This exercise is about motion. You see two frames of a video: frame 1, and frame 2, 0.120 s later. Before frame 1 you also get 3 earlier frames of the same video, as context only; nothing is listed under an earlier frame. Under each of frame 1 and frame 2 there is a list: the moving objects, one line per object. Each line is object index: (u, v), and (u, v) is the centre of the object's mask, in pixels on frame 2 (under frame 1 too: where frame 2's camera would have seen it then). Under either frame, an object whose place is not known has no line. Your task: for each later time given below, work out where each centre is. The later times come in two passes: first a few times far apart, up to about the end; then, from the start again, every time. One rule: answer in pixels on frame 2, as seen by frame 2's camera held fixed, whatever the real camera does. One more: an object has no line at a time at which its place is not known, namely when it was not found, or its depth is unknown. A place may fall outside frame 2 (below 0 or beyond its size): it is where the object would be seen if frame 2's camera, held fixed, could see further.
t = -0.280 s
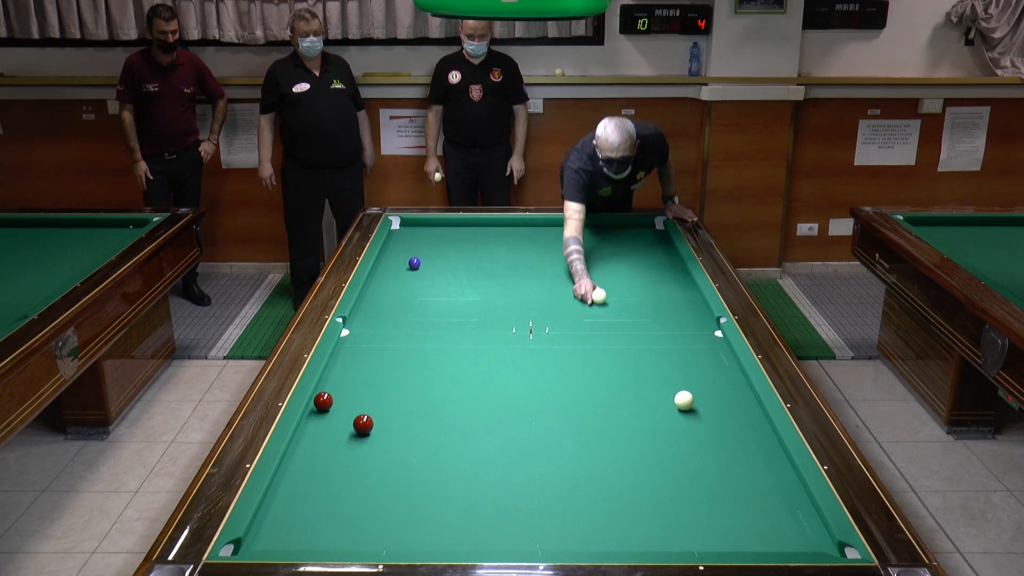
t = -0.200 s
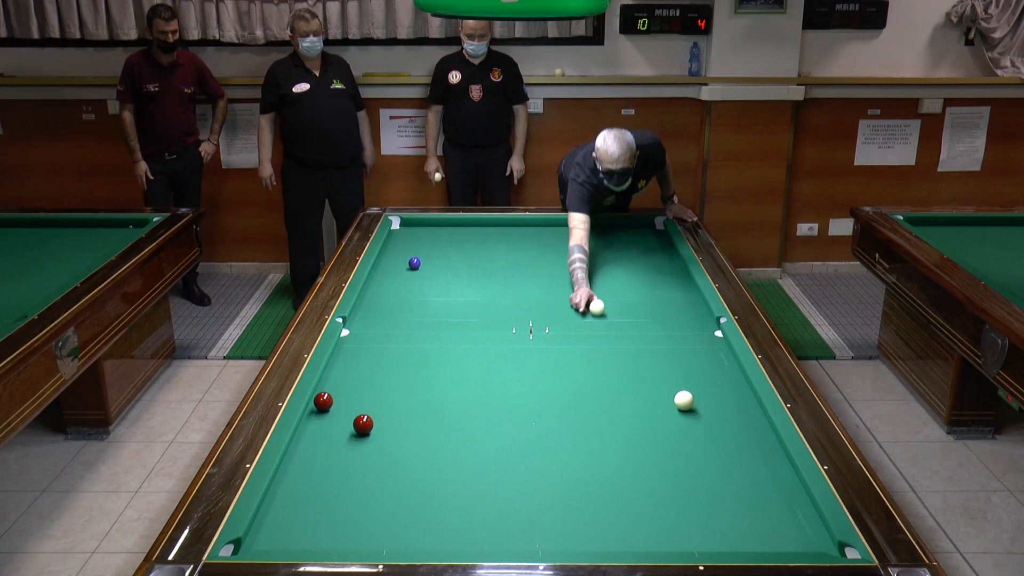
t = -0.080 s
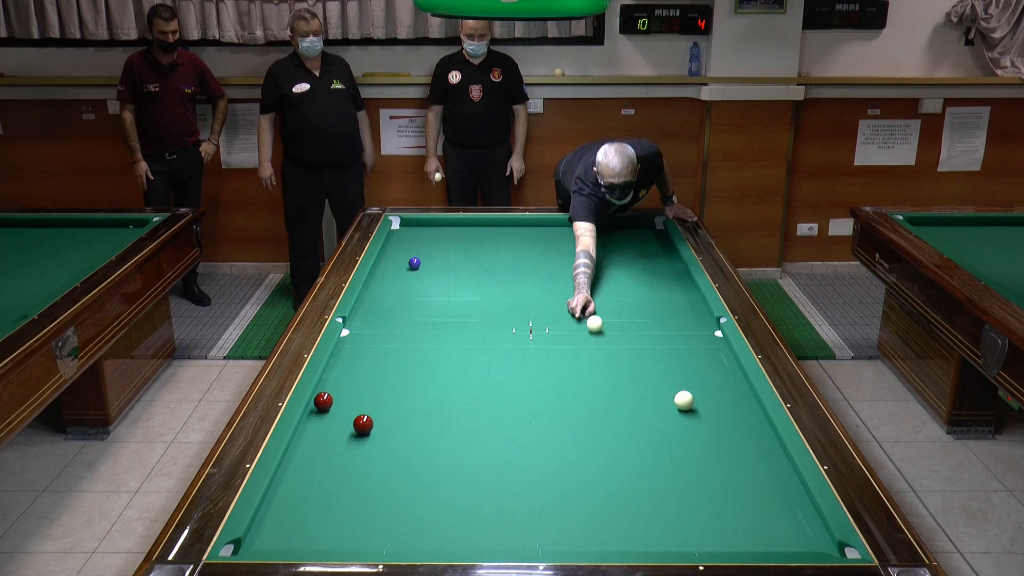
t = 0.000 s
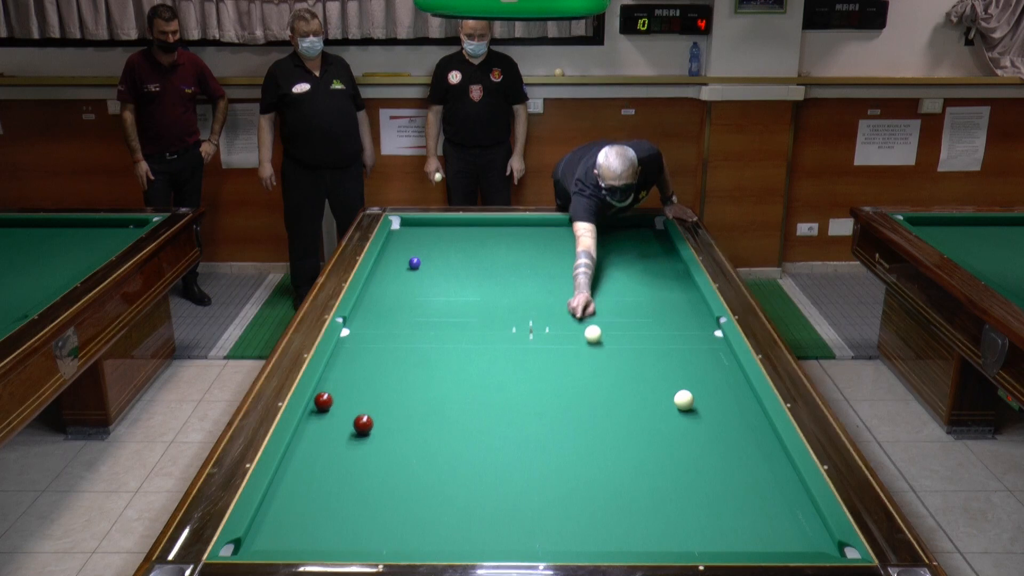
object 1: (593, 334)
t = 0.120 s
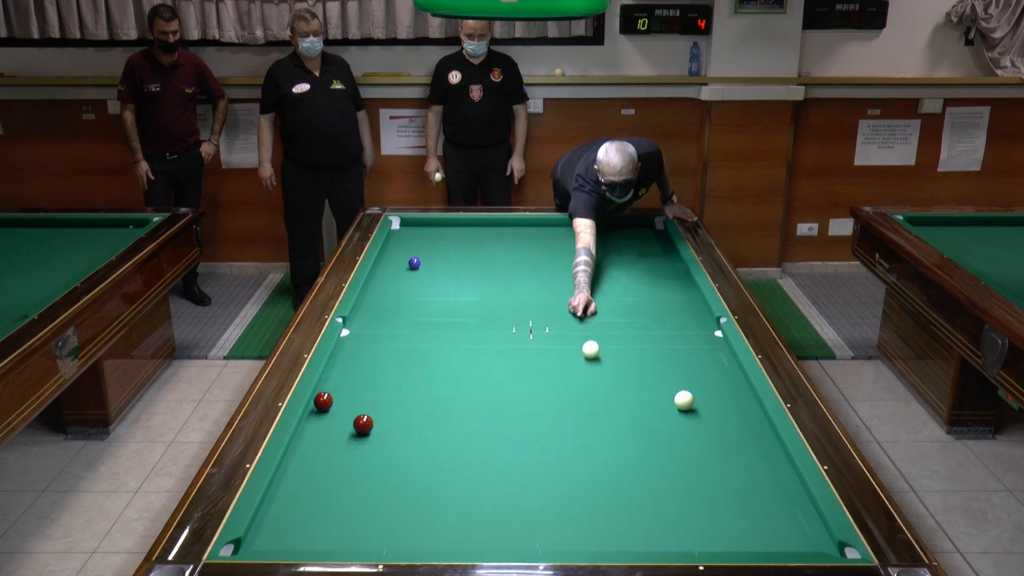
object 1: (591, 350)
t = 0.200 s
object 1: (589, 361)
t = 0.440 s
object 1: (583, 397)
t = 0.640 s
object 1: (578, 432)
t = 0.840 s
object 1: (572, 474)
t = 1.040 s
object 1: (564, 521)
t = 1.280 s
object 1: (552, 527)
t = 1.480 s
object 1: (542, 494)
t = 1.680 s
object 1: (534, 465)
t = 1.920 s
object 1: (525, 435)
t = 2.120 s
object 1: (519, 412)
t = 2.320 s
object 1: (513, 392)
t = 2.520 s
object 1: (508, 374)
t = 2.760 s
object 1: (502, 354)
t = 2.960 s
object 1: (498, 339)
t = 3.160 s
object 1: (494, 326)
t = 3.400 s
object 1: (489, 311)
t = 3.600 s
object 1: (486, 299)
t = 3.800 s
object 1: (483, 289)
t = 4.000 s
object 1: (480, 279)
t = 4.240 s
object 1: (477, 269)
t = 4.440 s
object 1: (475, 261)
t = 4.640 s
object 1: (473, 253)
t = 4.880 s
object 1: (470, 244)
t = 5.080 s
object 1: (468, 238)
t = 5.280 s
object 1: (467, 232)
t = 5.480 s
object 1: (465, 226)
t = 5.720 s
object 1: (462, 225)
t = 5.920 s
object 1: (460, 229)
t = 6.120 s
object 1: (458, 232)
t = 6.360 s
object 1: (455, 235)
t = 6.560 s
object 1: (453, 239)
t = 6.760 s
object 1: (451, 242)
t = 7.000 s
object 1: (449, 245)
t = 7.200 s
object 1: (447, 248)
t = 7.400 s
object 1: (445, 251)
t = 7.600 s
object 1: (443, 254)
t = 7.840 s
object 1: (441, 257)
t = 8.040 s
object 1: (440, 260)
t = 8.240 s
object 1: (439, 262)
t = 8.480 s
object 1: (437, 265)
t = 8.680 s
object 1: (436, 267)
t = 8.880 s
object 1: (435, 270)
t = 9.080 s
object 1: (434, 272)
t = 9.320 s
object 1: (433, 274)
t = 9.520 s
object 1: (432, 276)
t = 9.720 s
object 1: (431, 278)
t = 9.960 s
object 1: (431, 280)
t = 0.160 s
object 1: (590, 355)
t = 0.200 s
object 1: (589, 361)
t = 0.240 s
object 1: (588, 366)
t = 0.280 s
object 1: (587, 372)
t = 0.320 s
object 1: (586, 378)
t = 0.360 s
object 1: (585, 384)
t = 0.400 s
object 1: (584, 391)
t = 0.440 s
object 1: (583, 397)
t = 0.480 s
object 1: (582, 404)
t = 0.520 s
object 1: (581, 411)
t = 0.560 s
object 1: (580, 418)
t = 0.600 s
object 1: (579, 425)
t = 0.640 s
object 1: (578, 432)
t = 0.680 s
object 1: (577, 440)
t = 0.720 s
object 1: (576, 448)
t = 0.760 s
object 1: (574, 456)
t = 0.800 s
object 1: (573, 465)
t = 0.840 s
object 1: (572, 474)
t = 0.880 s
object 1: (570, 483)
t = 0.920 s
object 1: (569, 492)
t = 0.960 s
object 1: (567, 501)
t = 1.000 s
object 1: (566, 511)
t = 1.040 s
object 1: (564, 521)
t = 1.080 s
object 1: (562, 531)
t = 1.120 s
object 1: (560, 540)
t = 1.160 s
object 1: (558, 546)
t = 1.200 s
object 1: (556, 540)
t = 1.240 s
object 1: (554, 535)
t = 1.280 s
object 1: (552, 527)
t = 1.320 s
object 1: (550, 520)
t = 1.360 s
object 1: (548, 513)
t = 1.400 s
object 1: (546, 507)
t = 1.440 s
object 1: (544, 500)
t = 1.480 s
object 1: (542, 494)
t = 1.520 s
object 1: (541, 488)
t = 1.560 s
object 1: (539, 482)
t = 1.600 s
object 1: (537, 476)
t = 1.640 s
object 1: (536, 471)
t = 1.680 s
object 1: (534, 465)
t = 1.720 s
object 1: (533, 460)
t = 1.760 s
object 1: (531, 455)
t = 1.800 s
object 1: (530, 450)
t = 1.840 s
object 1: (528, 445)
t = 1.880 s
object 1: (527, 440)
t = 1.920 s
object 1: (525, 435)
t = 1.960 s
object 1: (524, 430)
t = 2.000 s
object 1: (523, 426)
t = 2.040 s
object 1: (521, 421)
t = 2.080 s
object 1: (520, 417)
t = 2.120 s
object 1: (519, 412)
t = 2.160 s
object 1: (517, 408)
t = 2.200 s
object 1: (516, 404)
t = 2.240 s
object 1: (515, 400)
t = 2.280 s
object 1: (514, 396)
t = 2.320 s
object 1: (513, 392)
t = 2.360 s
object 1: (512, 388)
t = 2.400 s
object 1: (511, 385)
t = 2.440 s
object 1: (510, 381)
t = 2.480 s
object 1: (509, 377)
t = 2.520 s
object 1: (508, 374)
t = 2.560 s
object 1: (507, 370)
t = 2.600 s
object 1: (506, 367)
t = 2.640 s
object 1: (505, 364)
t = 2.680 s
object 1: (504, 360)
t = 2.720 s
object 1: (503, 357)
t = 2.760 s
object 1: (502, 354)
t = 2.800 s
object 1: (501, 351)
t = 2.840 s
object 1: (500, 348)
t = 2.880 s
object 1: (499, 345)
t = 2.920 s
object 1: (499, 342)
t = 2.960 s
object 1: (498, 339)
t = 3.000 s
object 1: (497, 336)
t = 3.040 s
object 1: (496, 334)
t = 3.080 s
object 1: (495, 331)
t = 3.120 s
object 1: (494, 328)
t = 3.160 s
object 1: (494, 326)
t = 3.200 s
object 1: (493, 323)
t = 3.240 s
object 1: (492, 320)
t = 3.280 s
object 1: (492, 318)
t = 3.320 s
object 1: (491, 315)
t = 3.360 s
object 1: (490, 313)
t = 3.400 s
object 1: (489, 311)
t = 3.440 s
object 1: (489, 308)
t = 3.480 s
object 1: (488, 306)
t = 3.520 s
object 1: (487, 304)
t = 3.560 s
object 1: (487, 301)
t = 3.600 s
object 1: (486, 299)
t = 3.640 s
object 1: (486, 297)
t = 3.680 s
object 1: (485, 295)
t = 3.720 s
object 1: (484, 293)
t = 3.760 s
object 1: (484, 291)
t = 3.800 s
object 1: (483, 289)
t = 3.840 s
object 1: (483, 287)
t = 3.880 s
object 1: (482, 285)
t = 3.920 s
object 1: (481, 283)
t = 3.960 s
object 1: (481, 281)
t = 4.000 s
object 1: (480, 279)
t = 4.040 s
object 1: (480, 277)
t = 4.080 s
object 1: (479, 276)
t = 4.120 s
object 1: (479, 274)
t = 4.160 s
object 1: (478, 272)
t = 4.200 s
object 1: (478, 270)
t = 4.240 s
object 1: (477, 269)
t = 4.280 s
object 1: (477, 267)
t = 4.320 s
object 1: (476, 265)
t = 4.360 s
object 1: (476, 264)
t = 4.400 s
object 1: (476, 262)
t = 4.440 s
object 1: (475, 261)
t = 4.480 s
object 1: (475, 259)
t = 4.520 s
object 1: (474, 257)
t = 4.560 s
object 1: (474, 256)
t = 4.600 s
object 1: (473, 254)
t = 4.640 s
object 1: (473, 253)
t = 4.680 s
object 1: (472, 251)
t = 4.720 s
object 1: (472, 250)
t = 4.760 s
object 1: (472, 249)
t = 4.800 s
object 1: (471, 247)
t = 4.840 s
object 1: (471, 246)
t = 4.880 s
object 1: (470, 244)
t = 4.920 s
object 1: (470, 243)
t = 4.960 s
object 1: (470, 242)
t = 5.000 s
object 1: (469, 240)
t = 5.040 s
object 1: (469, 239)
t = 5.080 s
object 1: (468, 238)
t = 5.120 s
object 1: (468, 237)
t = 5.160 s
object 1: (468, 235)
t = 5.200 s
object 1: (467, 234)
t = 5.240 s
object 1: (467, 233)
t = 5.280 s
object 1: (467, 232)
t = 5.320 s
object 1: (466, 231)
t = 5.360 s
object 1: (466, 229)
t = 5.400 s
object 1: (465, 228)
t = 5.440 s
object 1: (465, 227)
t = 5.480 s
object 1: (465, 226)
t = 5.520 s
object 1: (464, 225)
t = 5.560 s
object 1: (464, 224)
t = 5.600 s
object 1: (464, 223)
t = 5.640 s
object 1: (463, 224)
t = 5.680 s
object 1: (463, 225)
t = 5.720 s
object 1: (462, 225)
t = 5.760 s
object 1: (462, 226)
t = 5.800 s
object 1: (461, 227)
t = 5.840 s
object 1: (461, 227)
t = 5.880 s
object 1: (460, 228)
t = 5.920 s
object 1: (460, 229)
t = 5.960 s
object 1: (459, 229)
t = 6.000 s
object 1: (459, 230)
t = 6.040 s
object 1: (459, 230)
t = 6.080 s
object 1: (458, 231)
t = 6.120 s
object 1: (458, 232)
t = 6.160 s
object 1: (457, 232)
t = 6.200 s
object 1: (457, 233)
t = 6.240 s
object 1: (456, 234)
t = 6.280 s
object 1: (456, 234)
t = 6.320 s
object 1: (455, 235)
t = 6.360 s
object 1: (455, 235)
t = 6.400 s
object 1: (455, 236)
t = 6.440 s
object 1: (454, 237)
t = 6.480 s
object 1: (454, 237)
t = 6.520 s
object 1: (453, 238)
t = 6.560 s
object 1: (453, 239)
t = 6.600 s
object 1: (452, 239)
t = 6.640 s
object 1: (452, 240)
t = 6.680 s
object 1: (452, 240)
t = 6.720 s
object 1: (451, 241)
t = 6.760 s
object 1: (451, 242)
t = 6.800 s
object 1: (451, 242)
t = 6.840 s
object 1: (450, 243)
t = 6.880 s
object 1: (450, 243)
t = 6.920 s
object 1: (449, 244)
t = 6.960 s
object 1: (449, 244)
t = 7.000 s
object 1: (449, 245)
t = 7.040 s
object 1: (448, 246)
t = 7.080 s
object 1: (448, 246)
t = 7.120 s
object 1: (448, 247)
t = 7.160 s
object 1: (447, 247)
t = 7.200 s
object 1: (447, 248)
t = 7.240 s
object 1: (447, 249)
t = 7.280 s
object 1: (446, 249)
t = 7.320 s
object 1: (446, 250)
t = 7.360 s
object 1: (445, 250)
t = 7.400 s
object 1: (445, 251)
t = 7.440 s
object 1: (445, 252)
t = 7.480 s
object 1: (444, 252)
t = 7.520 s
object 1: (444, 253)
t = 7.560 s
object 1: (444, 253)
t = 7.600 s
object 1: (443, 254)
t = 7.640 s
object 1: (443, 254)
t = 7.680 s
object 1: (443, 255)
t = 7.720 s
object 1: (442, 255)
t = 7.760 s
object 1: (442, 256)
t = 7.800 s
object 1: (442, 256)
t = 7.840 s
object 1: (441, 257)
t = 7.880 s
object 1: (441, 257)
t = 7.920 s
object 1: (441, 258)
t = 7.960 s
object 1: (440, 259)
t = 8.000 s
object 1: (440, 259)
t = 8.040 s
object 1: (440, 260)
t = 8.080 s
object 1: (439, 260)
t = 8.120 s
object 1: (439, 261)
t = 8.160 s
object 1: (439, 261)
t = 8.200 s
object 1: (439, 262)
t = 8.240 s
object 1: (439, 262)
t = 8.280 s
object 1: (438, 263)
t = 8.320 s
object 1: (438, 263)
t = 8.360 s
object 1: (438, 264)
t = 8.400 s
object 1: (437, 264)
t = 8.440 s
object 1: (437, 265)
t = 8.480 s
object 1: (437, 265)
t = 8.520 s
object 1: (437, 266)
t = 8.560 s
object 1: (437, 266)
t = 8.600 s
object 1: (436, 266)
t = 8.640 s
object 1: (436, 267)
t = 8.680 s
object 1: (436, 267)
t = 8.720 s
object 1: (436, 268)
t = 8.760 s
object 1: (435, 268)
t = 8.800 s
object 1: (435, 269)
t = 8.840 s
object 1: (435, 269)
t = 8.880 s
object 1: (435, 270)
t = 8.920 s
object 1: (435, 270)
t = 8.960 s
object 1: (434, 271)
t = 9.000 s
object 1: (434, 271)
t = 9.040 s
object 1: (434, 271)
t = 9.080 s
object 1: (434, 272)
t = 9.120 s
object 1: (434, 272)
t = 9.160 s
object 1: (433, 272)
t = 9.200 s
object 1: (433, 273)
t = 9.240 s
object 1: (433, 273)
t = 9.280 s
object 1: (433, 274)
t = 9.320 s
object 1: (433, 274)
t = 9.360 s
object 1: (432, 275)
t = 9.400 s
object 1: (432, 275)
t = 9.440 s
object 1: (432, 275)
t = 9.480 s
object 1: (432, 276)
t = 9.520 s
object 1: (432, 276)
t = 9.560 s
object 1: (432, 276)
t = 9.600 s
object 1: (431, 277)
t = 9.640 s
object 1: (431, 277)
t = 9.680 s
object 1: (431, 277)
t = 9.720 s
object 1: (431, 278)
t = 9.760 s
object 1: (431, 278)
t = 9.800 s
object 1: (431, 278)
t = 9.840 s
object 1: (431, 279)
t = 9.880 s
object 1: (431, 279)
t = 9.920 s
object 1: (431, 279)
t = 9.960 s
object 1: (431, 280)
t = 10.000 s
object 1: (431, 280)
